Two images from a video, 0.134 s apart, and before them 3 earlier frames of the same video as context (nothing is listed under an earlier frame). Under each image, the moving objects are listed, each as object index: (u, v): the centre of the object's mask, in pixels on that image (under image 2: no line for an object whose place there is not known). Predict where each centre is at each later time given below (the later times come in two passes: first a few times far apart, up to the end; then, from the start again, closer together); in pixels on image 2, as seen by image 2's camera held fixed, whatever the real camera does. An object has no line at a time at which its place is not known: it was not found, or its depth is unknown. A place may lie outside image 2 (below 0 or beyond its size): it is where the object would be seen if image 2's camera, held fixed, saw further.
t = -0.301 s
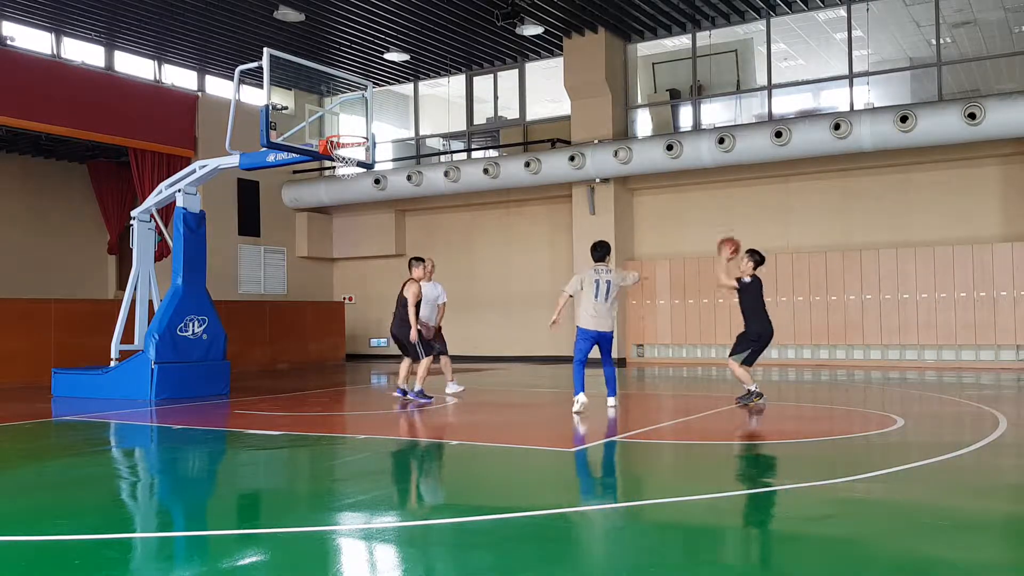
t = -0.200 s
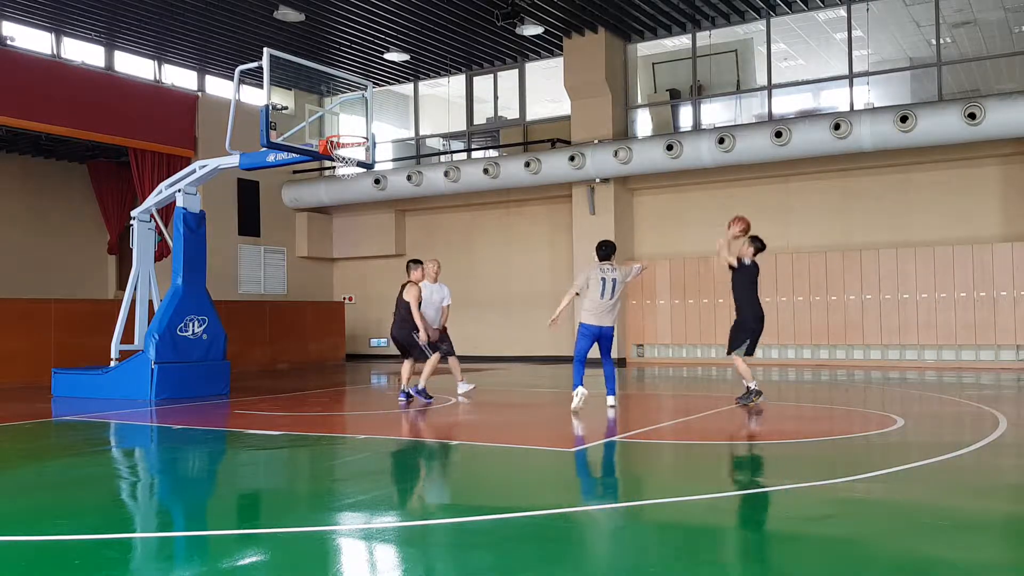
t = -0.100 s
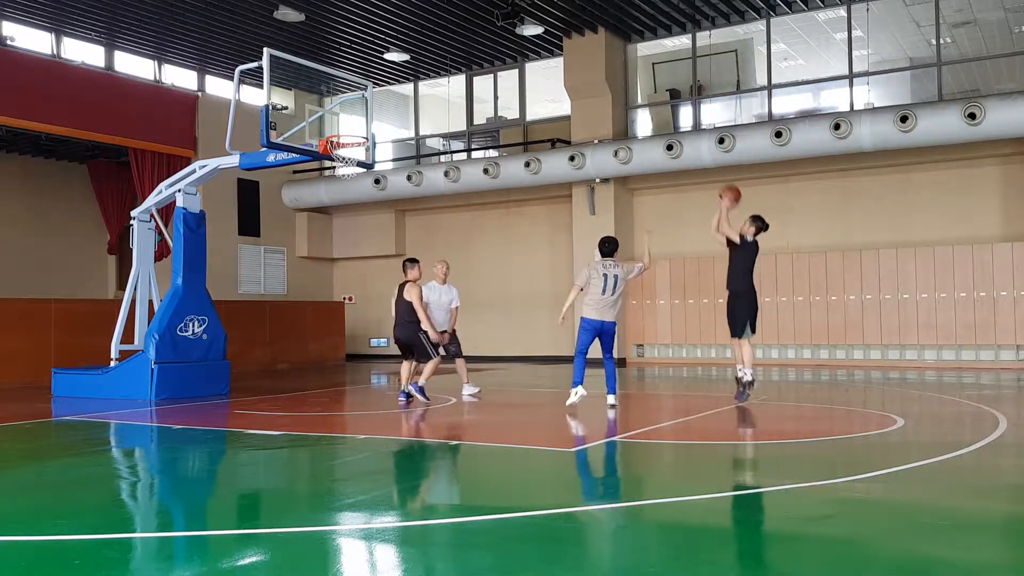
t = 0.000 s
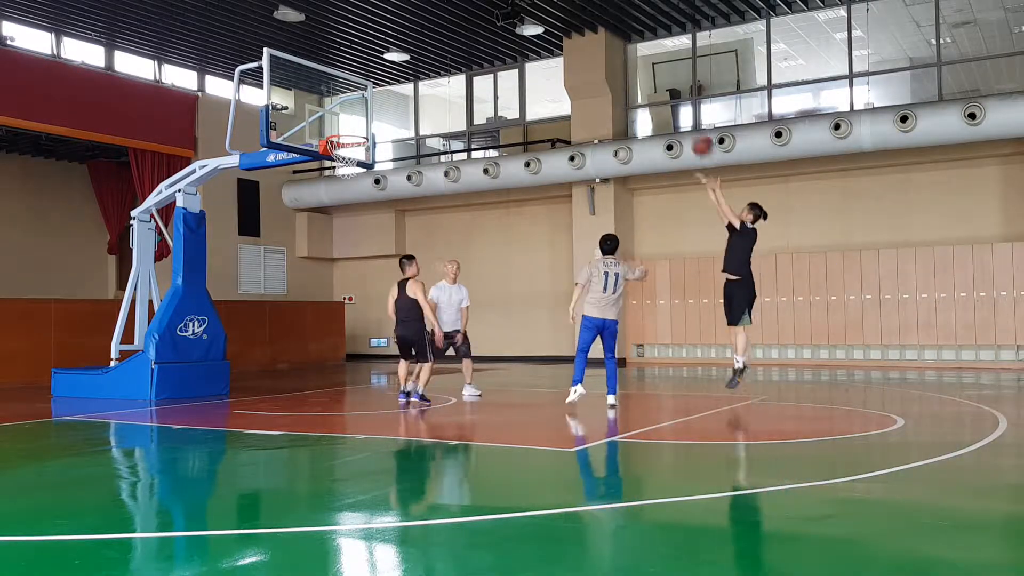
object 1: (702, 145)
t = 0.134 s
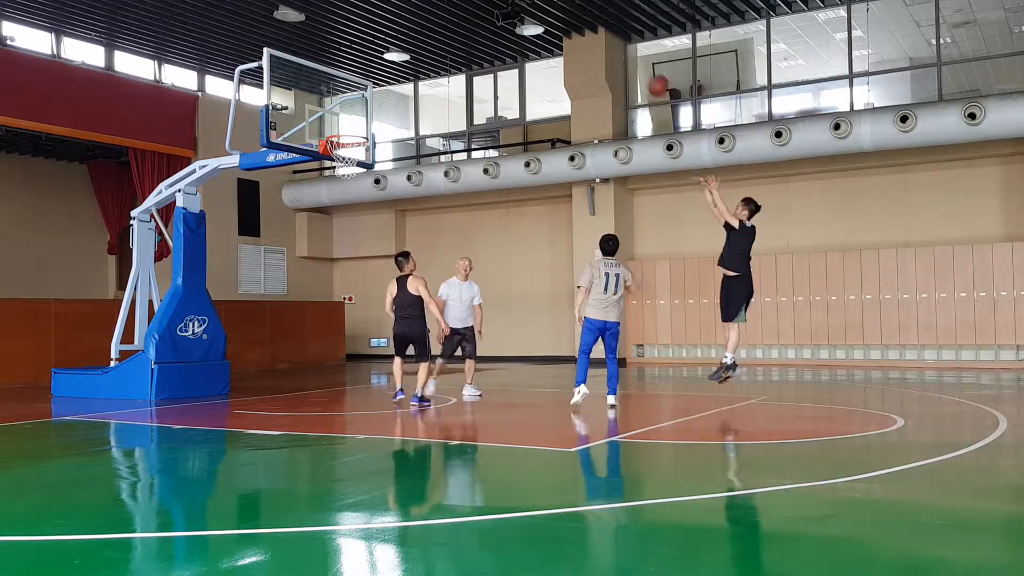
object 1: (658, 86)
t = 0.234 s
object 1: (626, 52)
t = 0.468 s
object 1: (553, 8)
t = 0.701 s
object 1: (485, 10)
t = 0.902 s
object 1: (428, 49)
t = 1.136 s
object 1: (368, 130)
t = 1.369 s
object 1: (359, 93)
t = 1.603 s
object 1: (351, 101)
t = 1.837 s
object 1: (342, 120)
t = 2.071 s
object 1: (334, 103)
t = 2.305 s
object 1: (324, 127)
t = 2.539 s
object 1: (323, 119)
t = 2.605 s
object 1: (324, 124)
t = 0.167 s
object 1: (648, 74)
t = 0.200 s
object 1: (636, 62)
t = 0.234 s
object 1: (626, 52)
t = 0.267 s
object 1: (615, 43)
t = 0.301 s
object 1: (604, 35)
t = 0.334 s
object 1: (593, 27)
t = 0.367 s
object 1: (582, 21)
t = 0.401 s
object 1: (572, 16)
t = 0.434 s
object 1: (563, 11)
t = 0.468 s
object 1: (553, 8)
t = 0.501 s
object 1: (542, 7)
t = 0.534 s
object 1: (532, 6)
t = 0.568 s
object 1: (522, 6)
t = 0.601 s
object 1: (513, 7)
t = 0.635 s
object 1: (503, 7)
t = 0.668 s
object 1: (493, 8)
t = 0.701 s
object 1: (485, 10)
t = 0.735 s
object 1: (475, 15)
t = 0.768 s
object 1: (465, 20)
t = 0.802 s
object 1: (455, 25)
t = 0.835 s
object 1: (447, 32)
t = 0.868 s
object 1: (437, 40)
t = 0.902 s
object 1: (428, 49)
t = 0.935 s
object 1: (418, 59)
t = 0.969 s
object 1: (410, 69)
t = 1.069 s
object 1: (384, 105)
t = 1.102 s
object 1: (375, 119)
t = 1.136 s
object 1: (368, 130)
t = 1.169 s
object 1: (367, 122)
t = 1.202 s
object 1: (366, 115)
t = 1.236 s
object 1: (364, 109)
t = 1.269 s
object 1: (363, 104)
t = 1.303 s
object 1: (362, 99)
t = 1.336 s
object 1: (361, 96)
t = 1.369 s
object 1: (359, 93)
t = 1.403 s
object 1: (358, 92)
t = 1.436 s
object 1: (357, 91)
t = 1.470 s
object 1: (356, 91)
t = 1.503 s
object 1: (355, 92)
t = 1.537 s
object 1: (353, 94)
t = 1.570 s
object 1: (352, 97)
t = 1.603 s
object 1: (351, 101)
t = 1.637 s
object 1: (350, 105)
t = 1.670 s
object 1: (349, 110)
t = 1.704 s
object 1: (347, 117)
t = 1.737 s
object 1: (346, 125)
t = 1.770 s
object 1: (345, 132)
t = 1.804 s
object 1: (343, 127)
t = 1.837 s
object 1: (342, 120)
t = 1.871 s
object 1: (341, 115)
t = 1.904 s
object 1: (340, 111)
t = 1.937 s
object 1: (339, 107)
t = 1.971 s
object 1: (337, 105)
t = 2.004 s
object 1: (335, 103)
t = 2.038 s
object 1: (335, 103)
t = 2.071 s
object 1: (334, 103)
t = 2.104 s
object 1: (333, 103)
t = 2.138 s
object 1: (331, 105)
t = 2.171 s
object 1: (330, 107)
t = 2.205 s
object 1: (328, 111)
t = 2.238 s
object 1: (327, 116)
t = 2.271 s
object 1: (326, 121)
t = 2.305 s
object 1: (324, 127)
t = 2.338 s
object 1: (322, 126)
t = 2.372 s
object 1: (321, 123)
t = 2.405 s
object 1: (321, 120)
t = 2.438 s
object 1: (322, 119)
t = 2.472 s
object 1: (322, 118)
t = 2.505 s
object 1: (323, 118)
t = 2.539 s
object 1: (323, 119)
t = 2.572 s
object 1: (324, 121)
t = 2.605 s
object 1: (324, 124)
